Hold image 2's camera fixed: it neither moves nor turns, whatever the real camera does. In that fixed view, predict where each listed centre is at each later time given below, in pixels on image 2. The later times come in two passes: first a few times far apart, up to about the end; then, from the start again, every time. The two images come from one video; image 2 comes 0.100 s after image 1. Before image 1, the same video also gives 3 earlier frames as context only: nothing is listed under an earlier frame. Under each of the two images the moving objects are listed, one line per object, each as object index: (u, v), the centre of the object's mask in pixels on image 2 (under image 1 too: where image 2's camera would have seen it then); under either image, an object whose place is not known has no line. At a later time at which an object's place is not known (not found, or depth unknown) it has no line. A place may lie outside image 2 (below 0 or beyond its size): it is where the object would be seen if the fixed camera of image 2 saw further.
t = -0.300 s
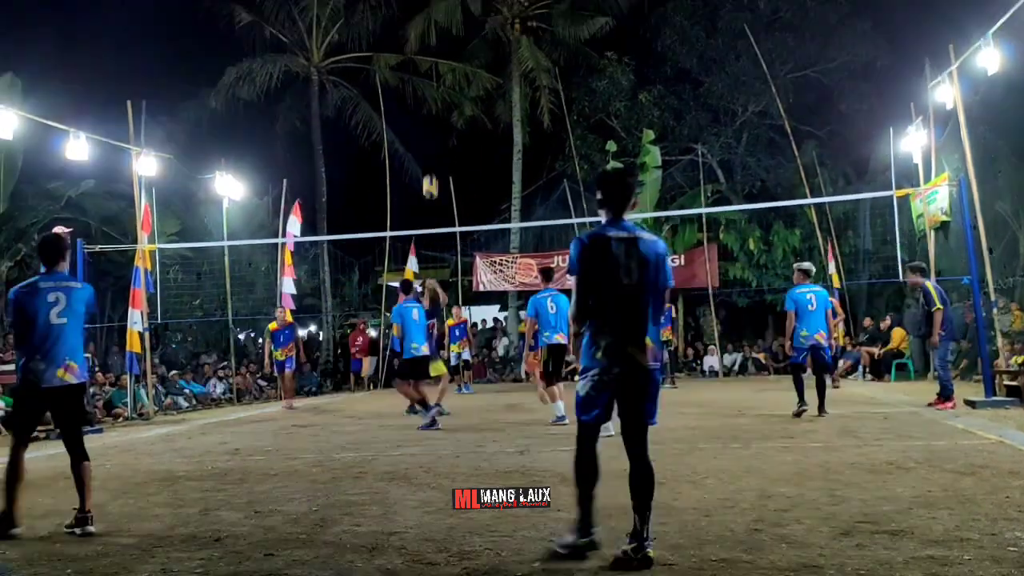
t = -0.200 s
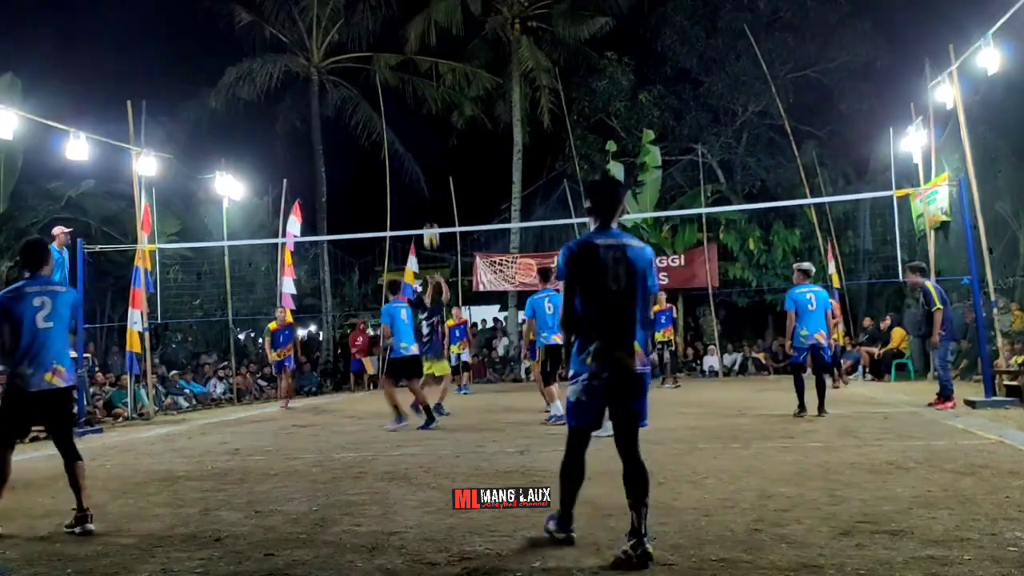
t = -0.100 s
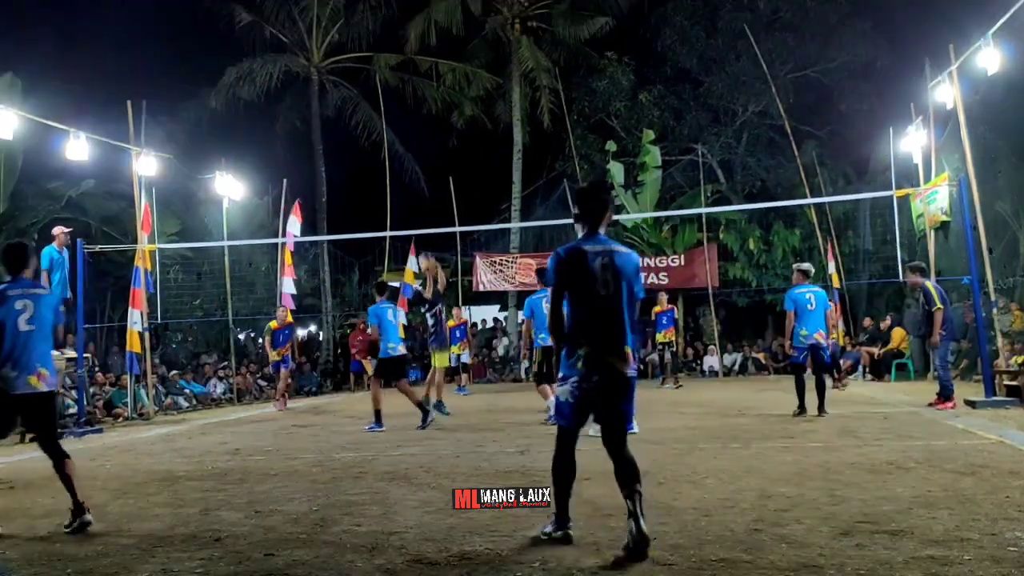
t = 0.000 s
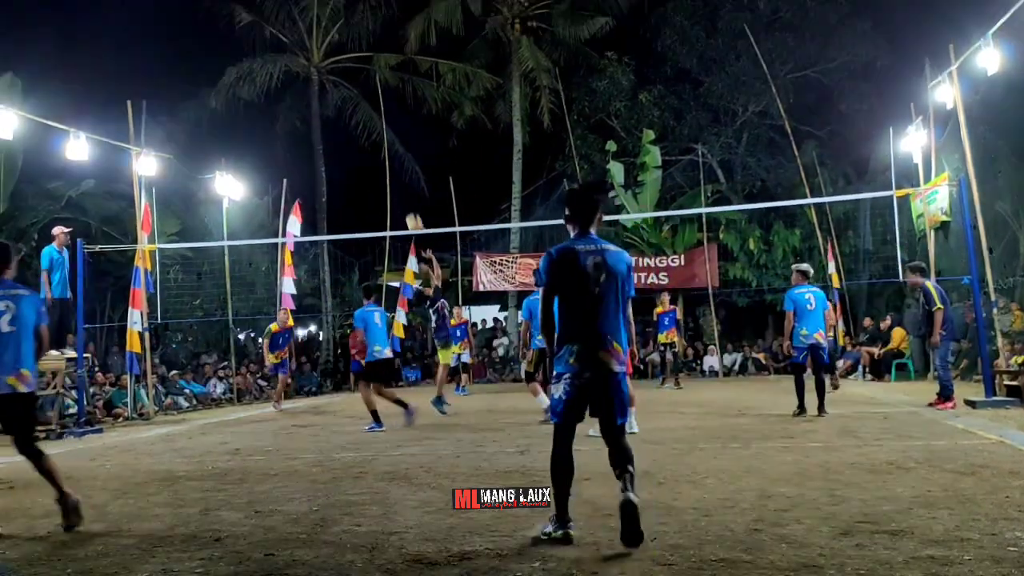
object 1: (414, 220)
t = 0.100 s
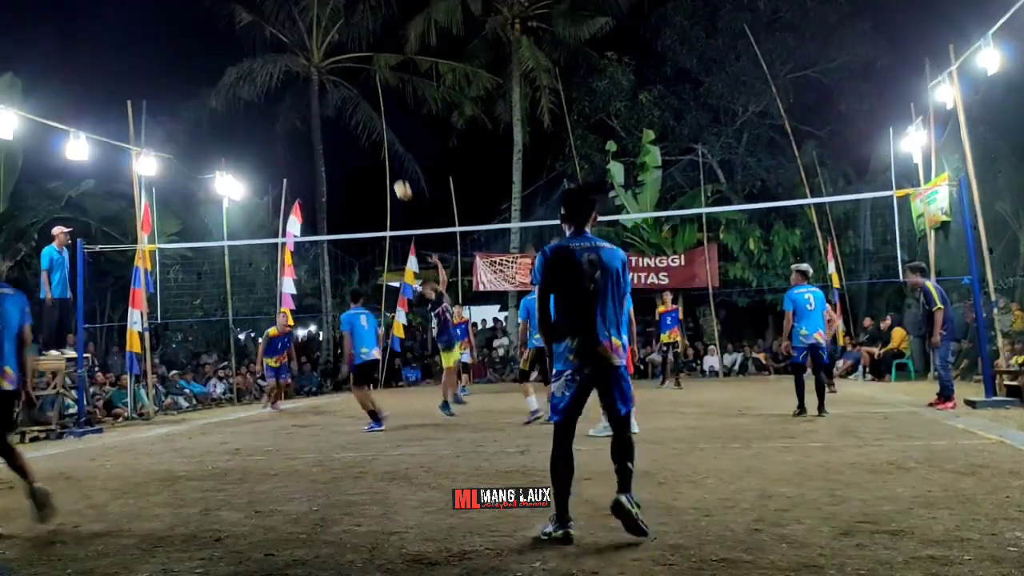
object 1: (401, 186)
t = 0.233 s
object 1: (385, 154)
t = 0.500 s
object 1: (357, 126)
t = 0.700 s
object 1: (336, 135)
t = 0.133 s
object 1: (397, 177)
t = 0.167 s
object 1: (393, 168)
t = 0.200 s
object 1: (388, 161)
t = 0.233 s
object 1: (385, 154)
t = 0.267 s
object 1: (381, 147)
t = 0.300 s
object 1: (377, 142)
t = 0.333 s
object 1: (375, 139)
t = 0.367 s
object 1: (371, 135)
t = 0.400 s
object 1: (368, 131)
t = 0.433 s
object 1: (364, 129)
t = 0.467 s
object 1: (360, 127)
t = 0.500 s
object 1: (357, 126)
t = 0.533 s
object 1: (353, 125)
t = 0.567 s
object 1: (350, 126)
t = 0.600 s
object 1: (346, 127)
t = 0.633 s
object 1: (343, 129)
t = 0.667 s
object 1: (339, 132)
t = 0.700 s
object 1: (336, 135)
